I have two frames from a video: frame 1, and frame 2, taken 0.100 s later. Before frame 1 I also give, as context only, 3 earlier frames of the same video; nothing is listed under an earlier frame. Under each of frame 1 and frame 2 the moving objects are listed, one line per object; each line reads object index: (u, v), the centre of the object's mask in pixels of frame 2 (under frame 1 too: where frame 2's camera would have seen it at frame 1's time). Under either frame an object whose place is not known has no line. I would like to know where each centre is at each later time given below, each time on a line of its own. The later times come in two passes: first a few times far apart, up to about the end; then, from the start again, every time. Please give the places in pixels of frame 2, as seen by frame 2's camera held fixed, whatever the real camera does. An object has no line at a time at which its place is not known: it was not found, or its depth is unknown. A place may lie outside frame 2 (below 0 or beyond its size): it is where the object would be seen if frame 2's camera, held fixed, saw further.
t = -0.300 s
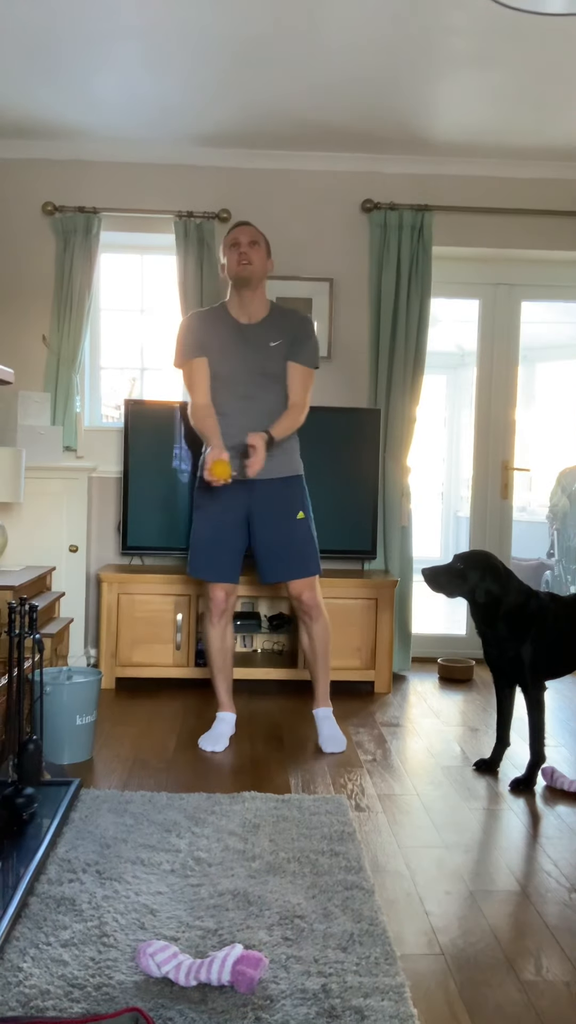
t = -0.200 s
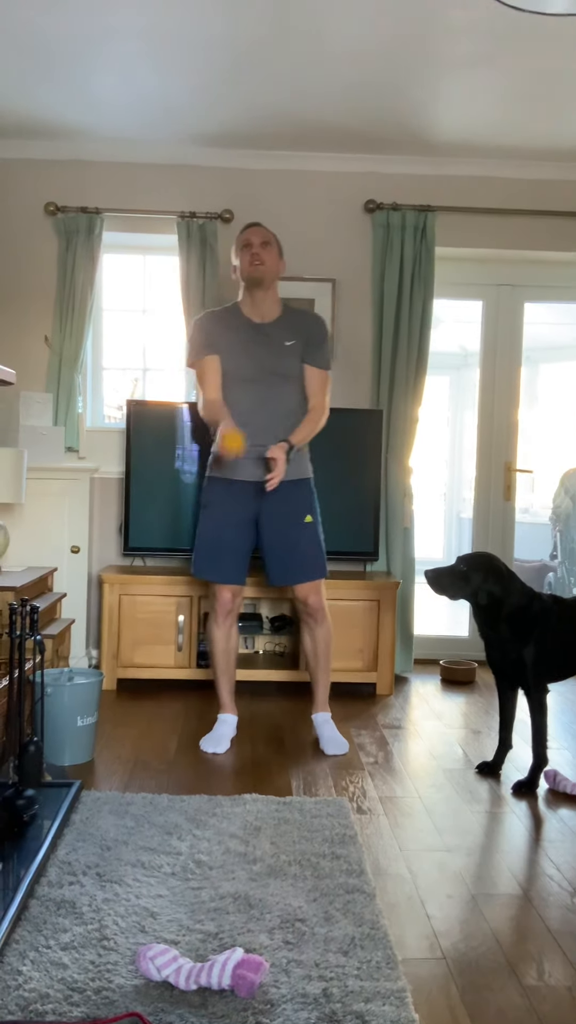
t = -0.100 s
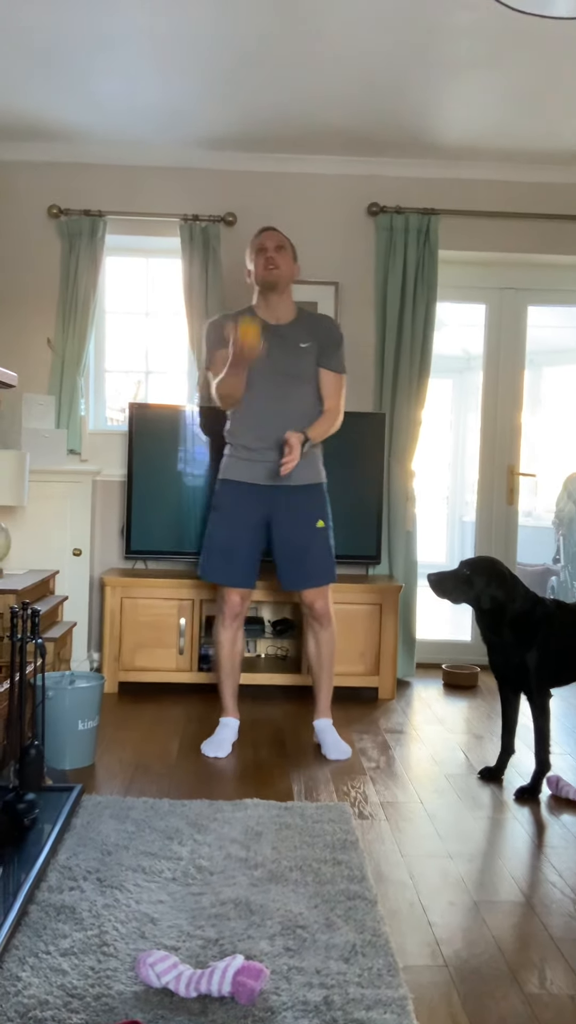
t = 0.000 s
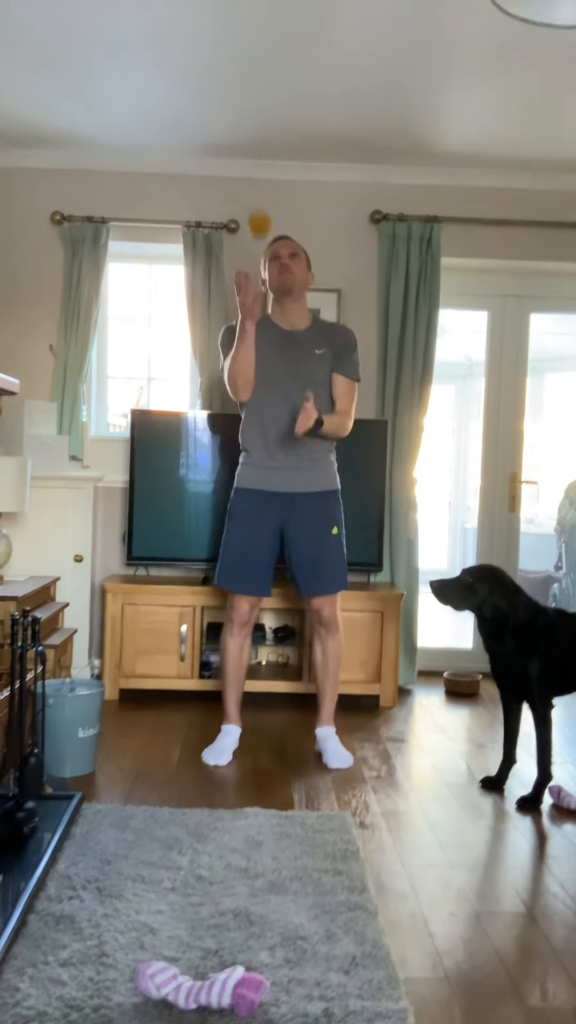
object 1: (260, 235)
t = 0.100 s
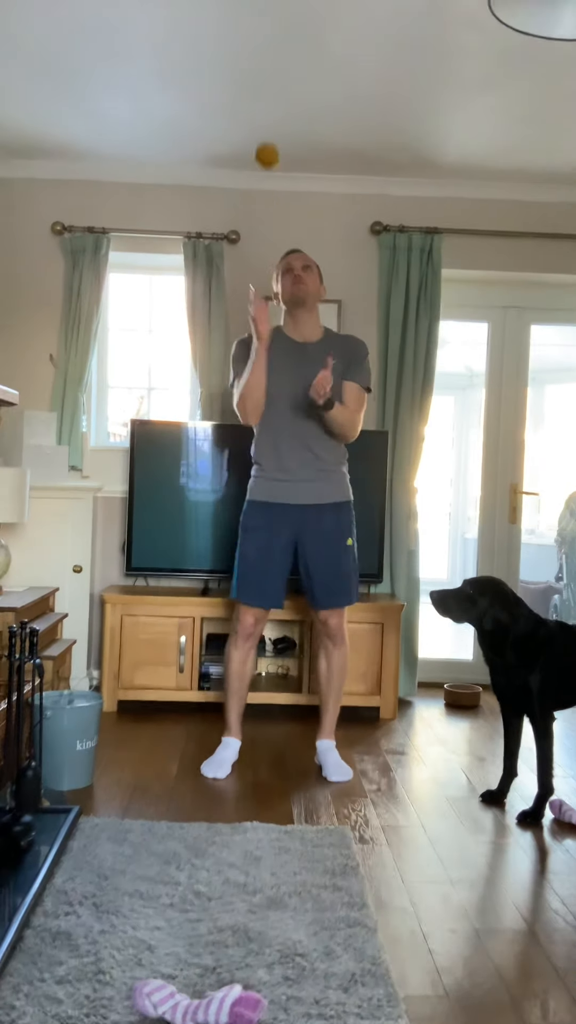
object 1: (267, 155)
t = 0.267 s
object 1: (275, 101)
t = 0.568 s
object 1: (277, 257)
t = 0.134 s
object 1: (269, 137)
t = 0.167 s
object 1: (270, 122)
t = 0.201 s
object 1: (272, 111)
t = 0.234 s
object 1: (274, 104)
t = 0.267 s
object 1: (275, 101)
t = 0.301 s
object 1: (276, 102)
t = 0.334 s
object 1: (277, 107)
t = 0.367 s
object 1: (278, 116)
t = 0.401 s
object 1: (278, 129)
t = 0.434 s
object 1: (279, 147)
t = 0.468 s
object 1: (279, 169)
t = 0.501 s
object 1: (279, 194)
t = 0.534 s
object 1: (278, 224)
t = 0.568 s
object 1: (277, 257)
